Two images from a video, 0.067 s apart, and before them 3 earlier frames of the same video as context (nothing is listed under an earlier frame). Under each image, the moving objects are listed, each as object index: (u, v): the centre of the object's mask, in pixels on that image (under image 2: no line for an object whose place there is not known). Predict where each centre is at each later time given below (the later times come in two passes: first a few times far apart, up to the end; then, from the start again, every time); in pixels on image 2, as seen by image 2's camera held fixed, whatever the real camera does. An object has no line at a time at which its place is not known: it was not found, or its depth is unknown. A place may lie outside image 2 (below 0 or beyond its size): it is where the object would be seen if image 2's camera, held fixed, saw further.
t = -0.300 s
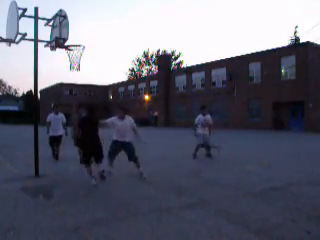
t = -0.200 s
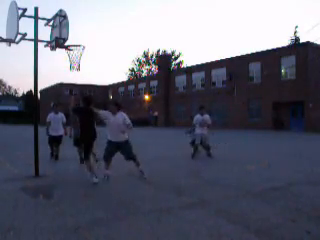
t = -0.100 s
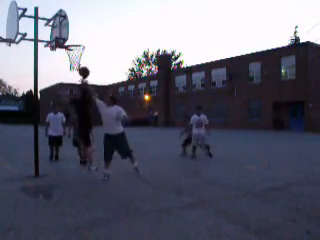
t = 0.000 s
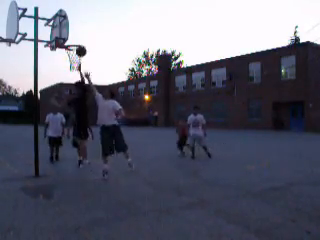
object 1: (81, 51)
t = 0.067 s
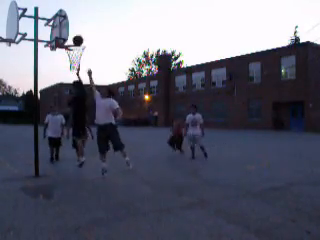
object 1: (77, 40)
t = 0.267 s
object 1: (72, 22)
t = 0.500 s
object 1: (74, 33)
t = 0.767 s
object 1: (72, 53)
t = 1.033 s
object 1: (73, 68)
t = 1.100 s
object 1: (74, 74)
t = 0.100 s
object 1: (76, 35)
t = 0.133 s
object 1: (74, 31)
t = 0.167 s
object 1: (73, 27)
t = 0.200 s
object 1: (72, 24)
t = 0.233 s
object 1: (71, 22)
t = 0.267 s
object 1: (72, 22)
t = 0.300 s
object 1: (72, 22)
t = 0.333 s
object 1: (72, 23)
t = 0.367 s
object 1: (73, 24)
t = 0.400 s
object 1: (73, 26)
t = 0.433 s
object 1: (73, 28)
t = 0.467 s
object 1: (73, 31)
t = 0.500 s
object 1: (74, 33)
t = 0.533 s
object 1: (74, 37)
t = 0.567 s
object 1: (75, 41)
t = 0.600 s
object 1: (74, 42)
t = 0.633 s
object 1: (74, 44)
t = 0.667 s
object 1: (74, 46)
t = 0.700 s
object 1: (73, 48)
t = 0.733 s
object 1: (73, 50)
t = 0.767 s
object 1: (72, 53)
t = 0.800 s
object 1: (72, 55)
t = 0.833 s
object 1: (73, 56)
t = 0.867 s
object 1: (72, 58)
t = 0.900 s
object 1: (73, 61)
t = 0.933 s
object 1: (73, 62)
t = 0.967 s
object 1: (73, 64)
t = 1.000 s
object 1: (73, 66)
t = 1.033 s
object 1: (73, 68)
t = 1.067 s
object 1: (73, 71)
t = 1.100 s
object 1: (74, 74)
